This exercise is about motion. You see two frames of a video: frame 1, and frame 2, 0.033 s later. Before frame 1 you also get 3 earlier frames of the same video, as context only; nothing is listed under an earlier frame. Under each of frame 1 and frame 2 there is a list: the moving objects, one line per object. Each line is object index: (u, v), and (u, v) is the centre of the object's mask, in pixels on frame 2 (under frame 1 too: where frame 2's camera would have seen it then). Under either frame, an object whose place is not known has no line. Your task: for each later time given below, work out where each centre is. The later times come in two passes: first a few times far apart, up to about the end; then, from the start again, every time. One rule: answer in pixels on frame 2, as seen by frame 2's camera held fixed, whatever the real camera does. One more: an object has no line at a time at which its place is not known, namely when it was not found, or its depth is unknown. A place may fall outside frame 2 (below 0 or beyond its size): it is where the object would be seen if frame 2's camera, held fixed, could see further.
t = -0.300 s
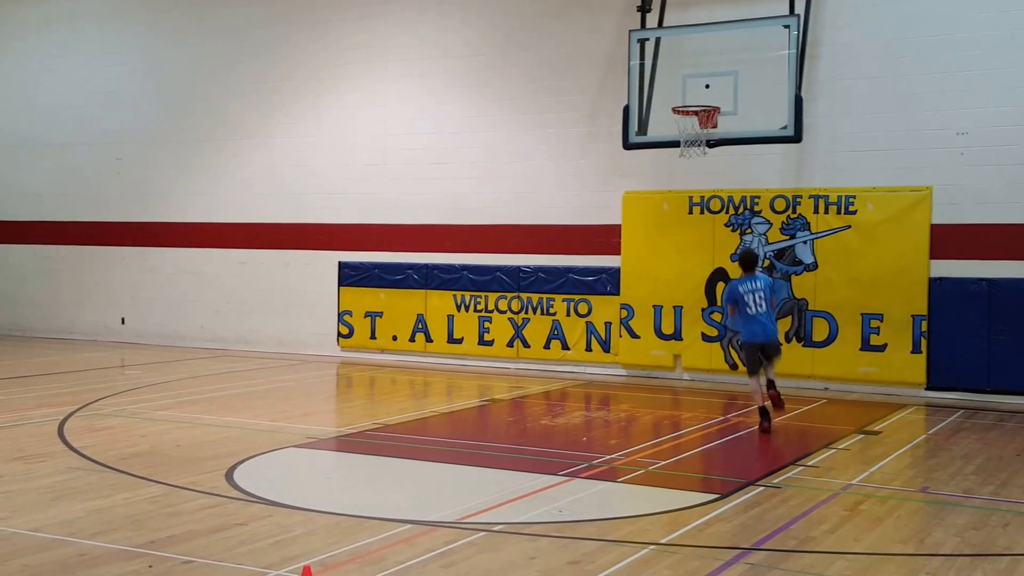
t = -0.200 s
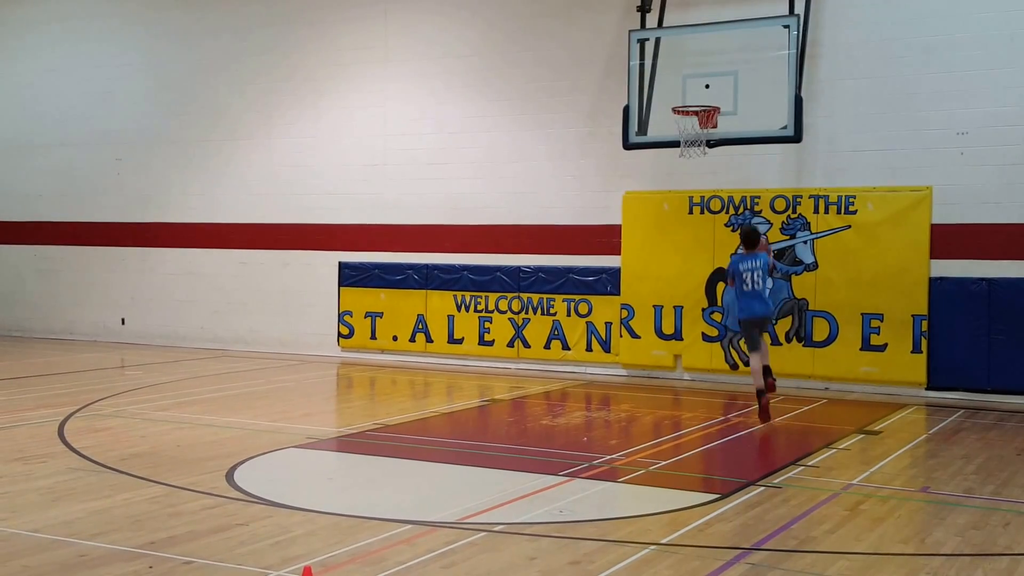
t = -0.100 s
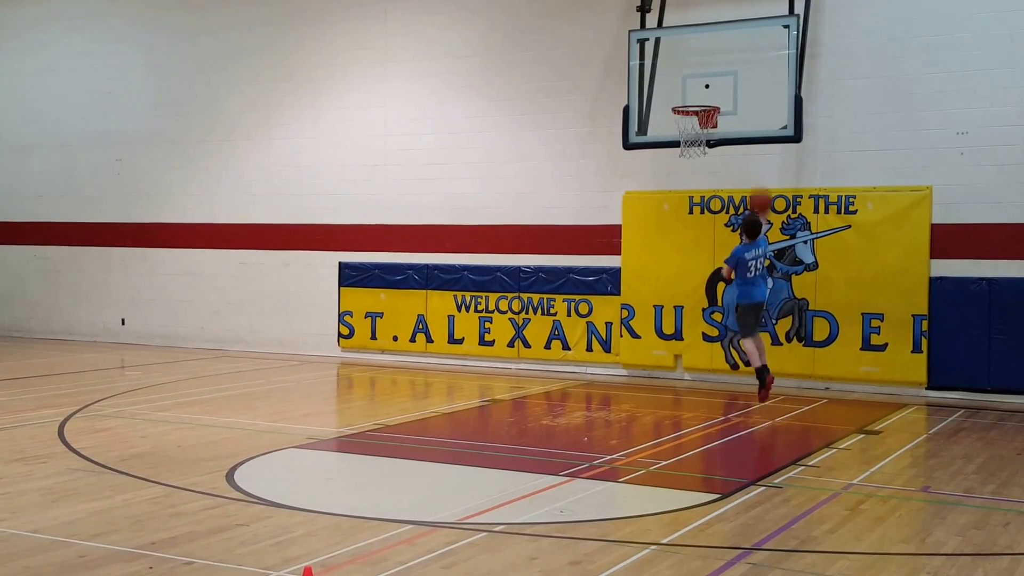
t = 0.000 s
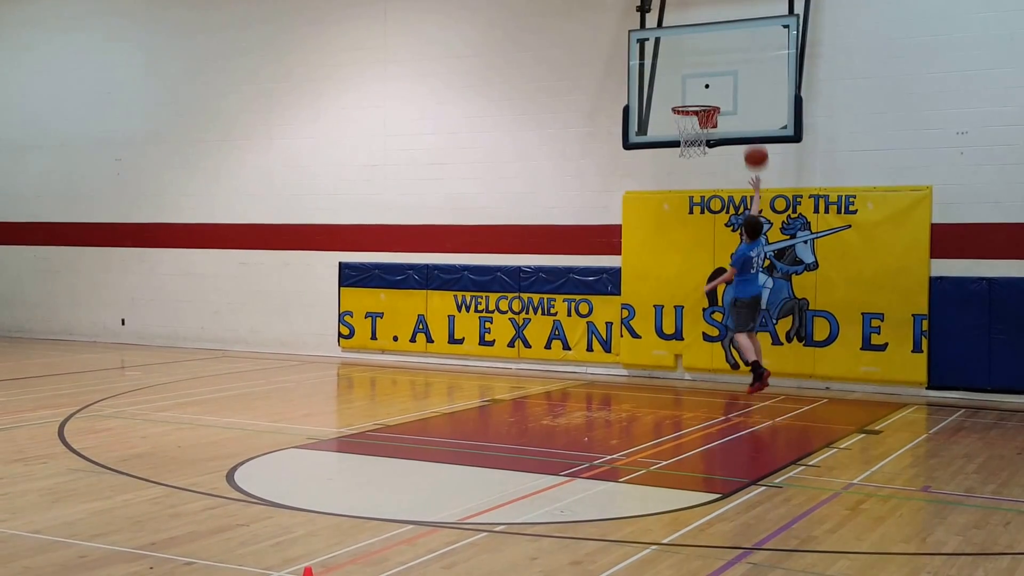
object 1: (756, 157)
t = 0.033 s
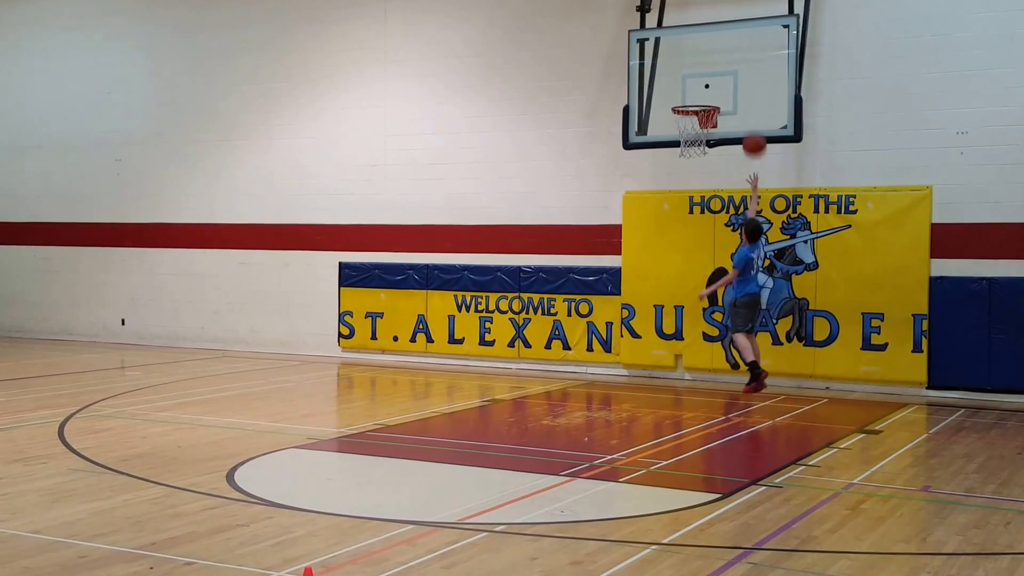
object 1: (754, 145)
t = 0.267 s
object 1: (737, 90)
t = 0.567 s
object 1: (704, 94)
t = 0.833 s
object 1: (691, 114)
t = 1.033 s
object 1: (686, 156)
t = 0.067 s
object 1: (752, 133)
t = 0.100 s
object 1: (751, 123)
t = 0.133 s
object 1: (749, 114)
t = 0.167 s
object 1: (747, 106)
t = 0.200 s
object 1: (744, 100)
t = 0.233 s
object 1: (741, 94)
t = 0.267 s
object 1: (737, 90)
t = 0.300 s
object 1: (733, 87)
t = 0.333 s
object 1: (730, 84)
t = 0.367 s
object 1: (726, 83)
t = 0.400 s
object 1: (722, 83)
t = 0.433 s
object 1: (718, 84)
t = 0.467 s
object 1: (714, 86)
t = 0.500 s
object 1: (710, 89)
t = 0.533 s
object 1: (706, 93)
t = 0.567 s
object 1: (704, 94)
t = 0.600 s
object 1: (703, 93)
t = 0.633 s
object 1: (701, 93)
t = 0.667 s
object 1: (700, 93)
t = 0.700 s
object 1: (698, 95)
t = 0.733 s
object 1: (696, 97)
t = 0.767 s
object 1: (695, 99)
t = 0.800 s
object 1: (692, 107)
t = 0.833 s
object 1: (691, 114)
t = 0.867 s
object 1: (690, 121)
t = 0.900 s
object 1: (688, 128)
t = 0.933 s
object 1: (687, 136)
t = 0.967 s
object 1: (687, 141)
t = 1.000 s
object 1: (686, 146)
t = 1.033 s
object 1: (686, 156)
